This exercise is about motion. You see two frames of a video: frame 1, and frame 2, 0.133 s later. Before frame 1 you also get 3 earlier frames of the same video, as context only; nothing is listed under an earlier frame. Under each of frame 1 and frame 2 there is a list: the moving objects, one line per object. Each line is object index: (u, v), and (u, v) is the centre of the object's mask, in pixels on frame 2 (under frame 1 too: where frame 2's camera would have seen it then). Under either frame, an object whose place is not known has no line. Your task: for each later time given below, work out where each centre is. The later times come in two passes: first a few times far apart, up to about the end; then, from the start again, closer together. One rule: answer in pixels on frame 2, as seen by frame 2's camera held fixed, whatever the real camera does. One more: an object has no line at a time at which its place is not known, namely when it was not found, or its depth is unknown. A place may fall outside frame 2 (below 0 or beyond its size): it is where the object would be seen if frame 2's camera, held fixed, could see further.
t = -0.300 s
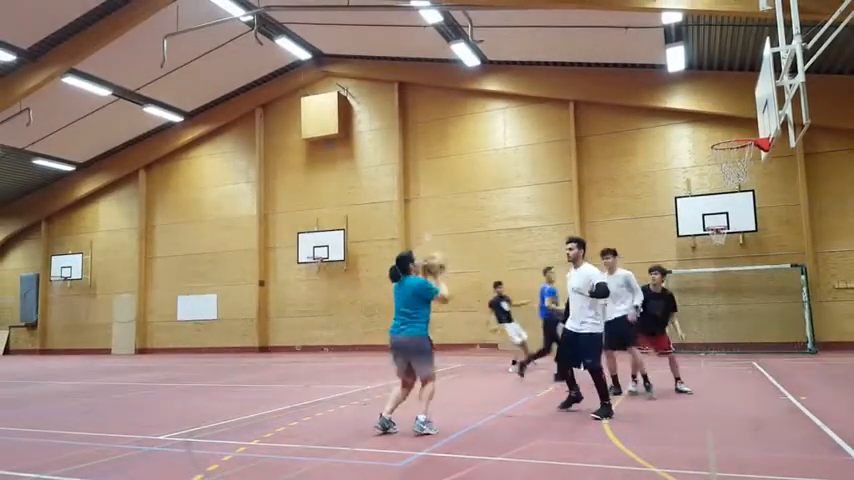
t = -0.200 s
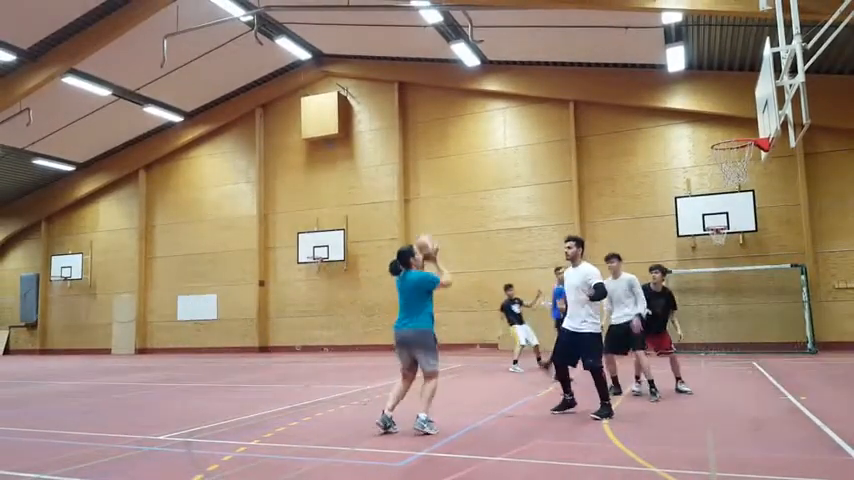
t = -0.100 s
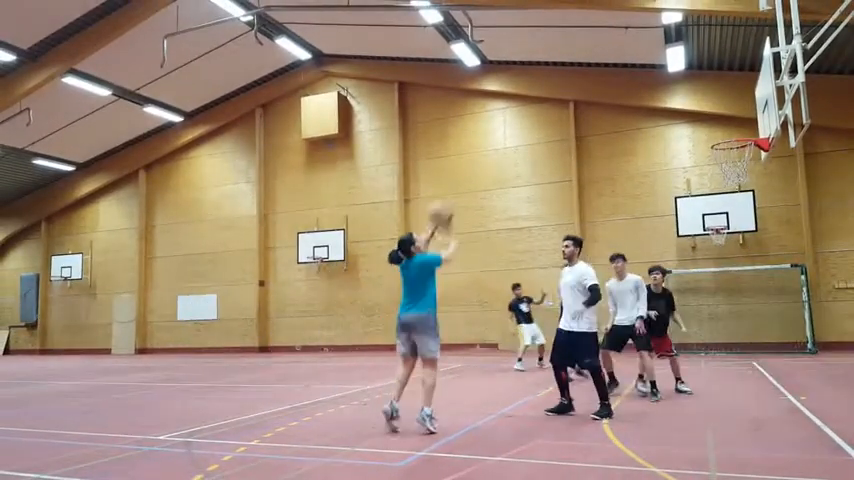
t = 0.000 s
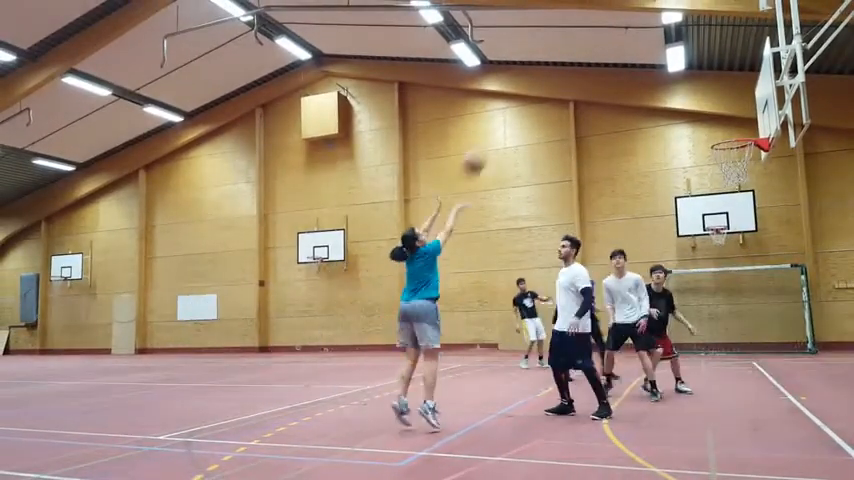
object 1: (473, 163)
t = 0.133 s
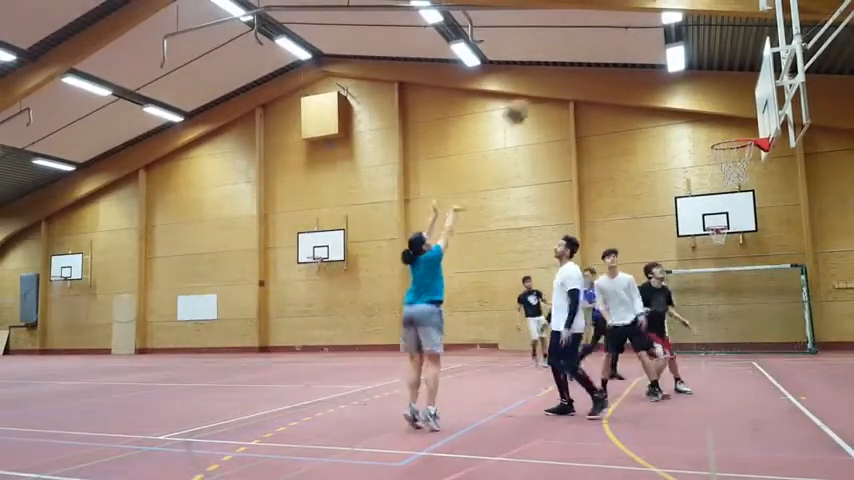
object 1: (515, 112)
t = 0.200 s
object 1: (535, 89)
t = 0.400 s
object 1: (592, 61)
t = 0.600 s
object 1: (642, 68)
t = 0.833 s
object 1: (704, 119)
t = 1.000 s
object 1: (720, 120)
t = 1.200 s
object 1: (729, 120)
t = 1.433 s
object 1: (741, 160)
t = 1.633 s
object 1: (745, 195)
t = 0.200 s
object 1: (535, 89)
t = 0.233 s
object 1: (546, 84)
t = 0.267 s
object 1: (555, 75)
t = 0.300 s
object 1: (564, 71)
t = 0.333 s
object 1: (573, 68)
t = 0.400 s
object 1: (592, 61)
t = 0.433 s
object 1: (602, 61)
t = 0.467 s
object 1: (611, 61)
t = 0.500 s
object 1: (619, 64)
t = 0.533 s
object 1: (627, 62)
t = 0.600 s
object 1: (642, 68)
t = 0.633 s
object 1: (651, 73)
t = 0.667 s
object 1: (659, 78)
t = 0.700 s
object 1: (670, 85)
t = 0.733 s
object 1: (678, 91)
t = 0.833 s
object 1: (704, 119)
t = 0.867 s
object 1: (711, 125)
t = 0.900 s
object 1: (715, 133)
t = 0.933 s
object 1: (718, 127)
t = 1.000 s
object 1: (720, 120)
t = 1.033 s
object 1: (721, 119)
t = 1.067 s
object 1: (723, 118)
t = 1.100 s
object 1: (723, 117)
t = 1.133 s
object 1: (725, 116)
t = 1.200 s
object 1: (729, 120)
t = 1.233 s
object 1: (730, 122)
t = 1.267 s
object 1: (733, 126)
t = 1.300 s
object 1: (734, 129)
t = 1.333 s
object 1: (737, 133)
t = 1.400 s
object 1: (741, 152)
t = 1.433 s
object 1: (741, 160)
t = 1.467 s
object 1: (744, 167)
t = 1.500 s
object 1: (744, 169)
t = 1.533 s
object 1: (745, 175)
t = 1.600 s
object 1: (745, 188)
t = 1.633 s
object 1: (745, 195)
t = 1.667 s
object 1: (744, 206)
